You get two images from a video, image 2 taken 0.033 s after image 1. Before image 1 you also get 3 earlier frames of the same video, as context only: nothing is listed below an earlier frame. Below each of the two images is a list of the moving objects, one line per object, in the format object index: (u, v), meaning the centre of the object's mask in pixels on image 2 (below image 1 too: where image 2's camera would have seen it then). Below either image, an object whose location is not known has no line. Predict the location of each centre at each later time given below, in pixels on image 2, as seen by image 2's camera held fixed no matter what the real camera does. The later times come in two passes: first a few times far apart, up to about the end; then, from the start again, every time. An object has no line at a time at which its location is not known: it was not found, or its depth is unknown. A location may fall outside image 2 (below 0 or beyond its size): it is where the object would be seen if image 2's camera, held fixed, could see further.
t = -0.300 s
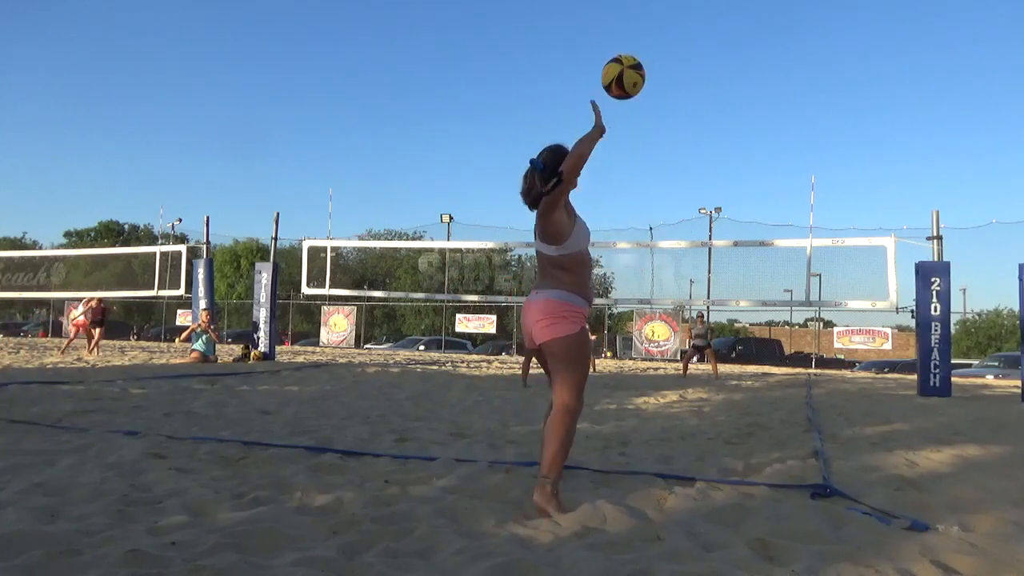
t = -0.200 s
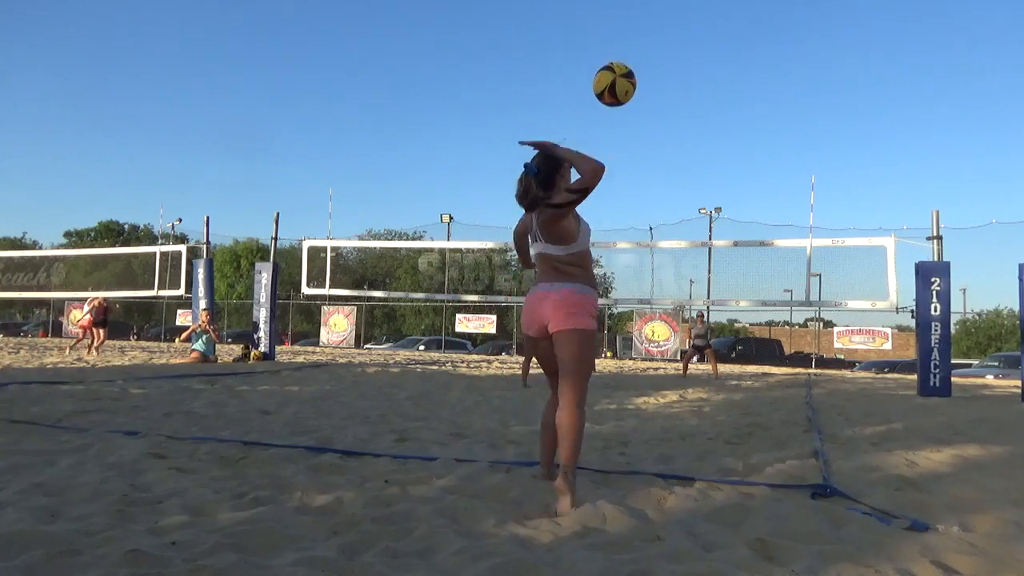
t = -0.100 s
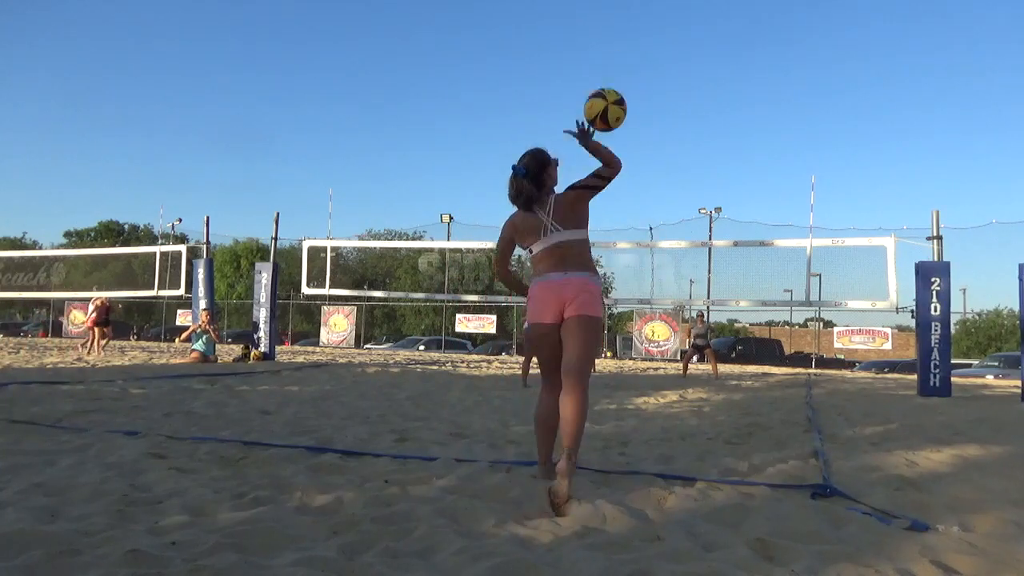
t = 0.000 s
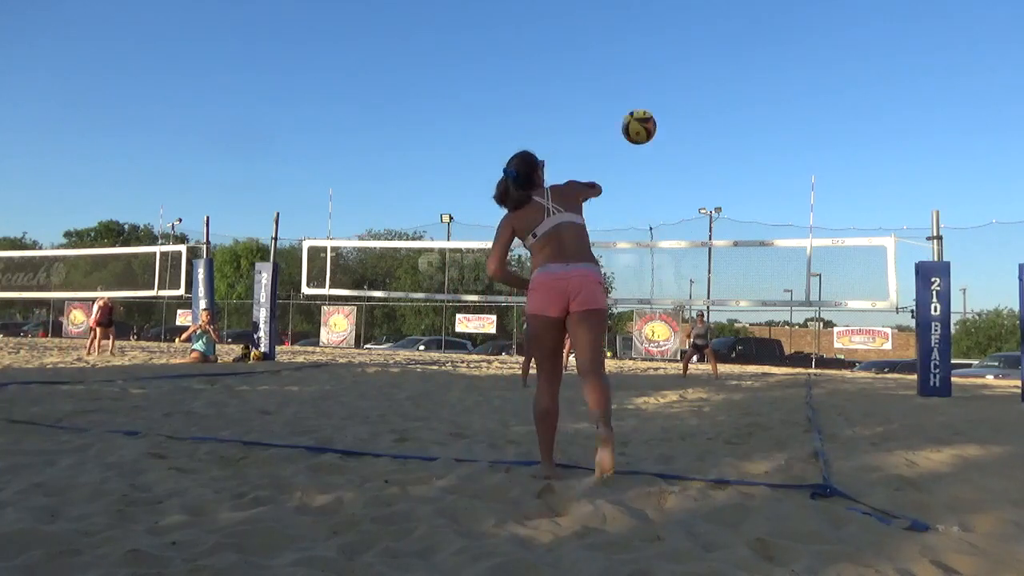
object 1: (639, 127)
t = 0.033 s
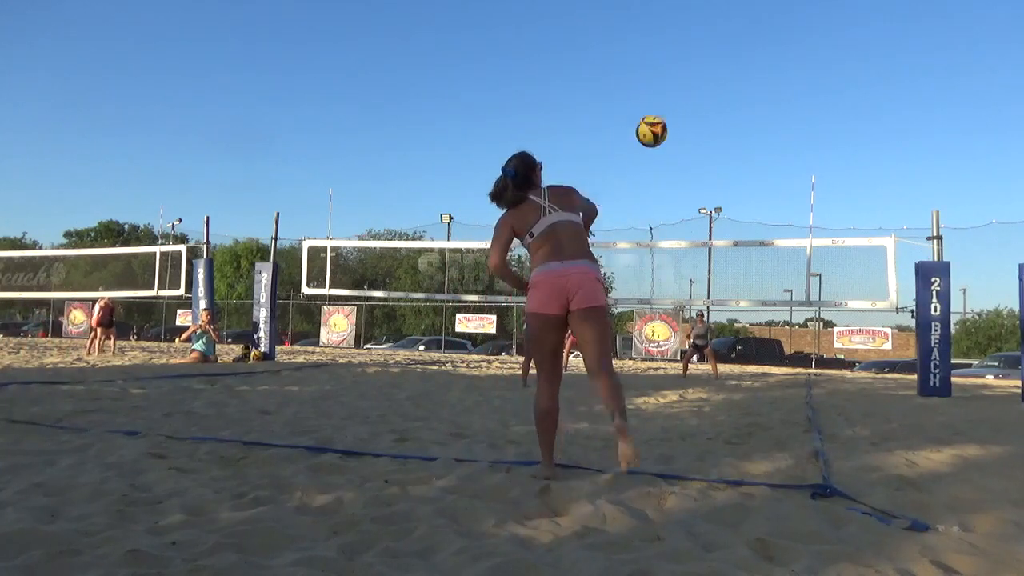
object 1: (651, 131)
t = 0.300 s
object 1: (706, 172)
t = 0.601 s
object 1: (735, 235)
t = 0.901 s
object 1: (751, 313)
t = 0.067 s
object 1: (662, 136)
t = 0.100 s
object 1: (671, 141)
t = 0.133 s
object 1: (679, 146)
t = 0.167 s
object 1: (686, 151)
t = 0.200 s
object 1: (692, 156)
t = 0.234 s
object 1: (697, 162)
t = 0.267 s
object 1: (701, 167)
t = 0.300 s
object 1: (706, 172)
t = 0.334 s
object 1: (710, 178)
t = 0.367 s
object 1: (713, 184)
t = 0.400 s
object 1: (717, 190)
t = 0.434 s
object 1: (720, 197)
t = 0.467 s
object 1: (723, 204)
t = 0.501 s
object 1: (726, 211)
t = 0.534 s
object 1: (729, 218)
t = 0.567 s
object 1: (732, 226)
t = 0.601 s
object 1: (735, 235)
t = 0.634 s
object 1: (737, 242)
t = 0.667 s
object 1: (740, 251)
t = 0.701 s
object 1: (742, 260)
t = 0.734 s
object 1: (744, 269)
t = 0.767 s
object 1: (745, 277)
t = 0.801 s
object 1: (747, 286)
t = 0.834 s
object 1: (748, 295)
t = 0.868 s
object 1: (750, 308)
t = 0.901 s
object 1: (751, 313)
